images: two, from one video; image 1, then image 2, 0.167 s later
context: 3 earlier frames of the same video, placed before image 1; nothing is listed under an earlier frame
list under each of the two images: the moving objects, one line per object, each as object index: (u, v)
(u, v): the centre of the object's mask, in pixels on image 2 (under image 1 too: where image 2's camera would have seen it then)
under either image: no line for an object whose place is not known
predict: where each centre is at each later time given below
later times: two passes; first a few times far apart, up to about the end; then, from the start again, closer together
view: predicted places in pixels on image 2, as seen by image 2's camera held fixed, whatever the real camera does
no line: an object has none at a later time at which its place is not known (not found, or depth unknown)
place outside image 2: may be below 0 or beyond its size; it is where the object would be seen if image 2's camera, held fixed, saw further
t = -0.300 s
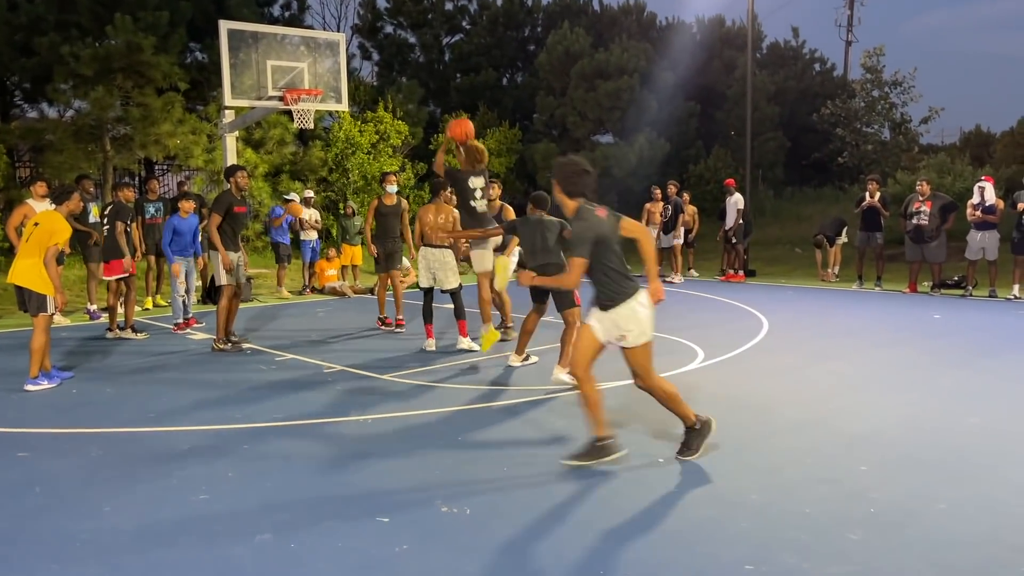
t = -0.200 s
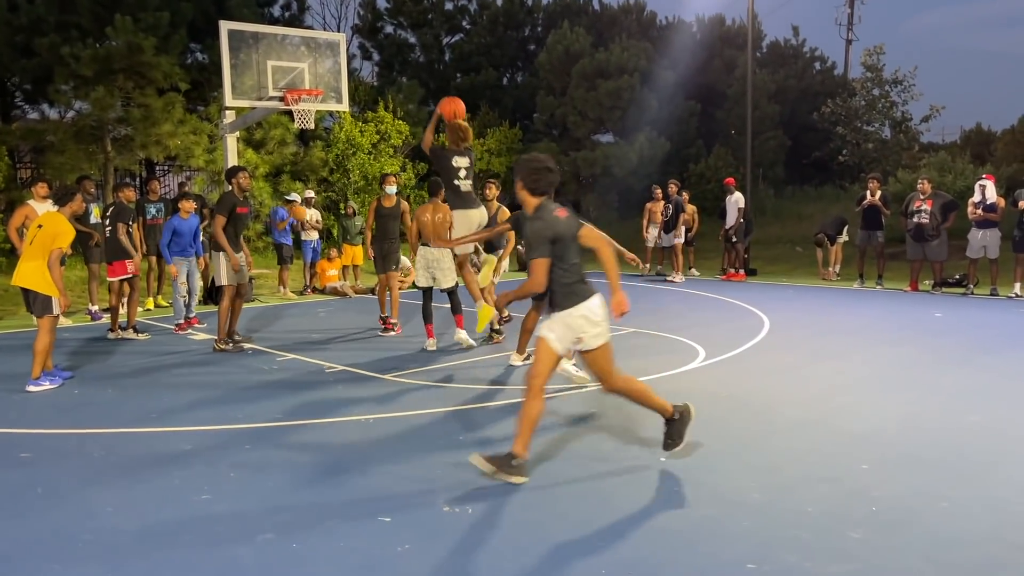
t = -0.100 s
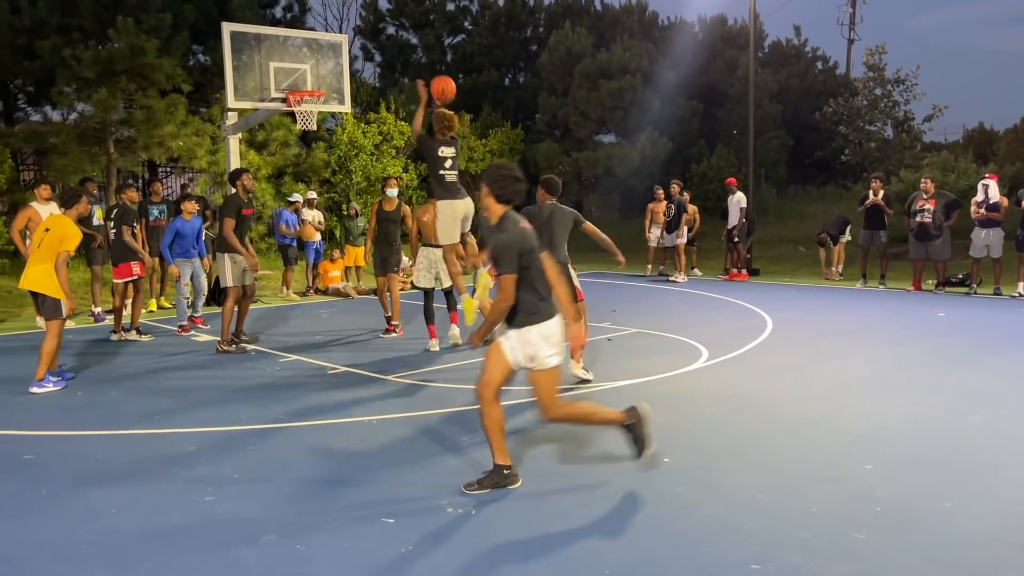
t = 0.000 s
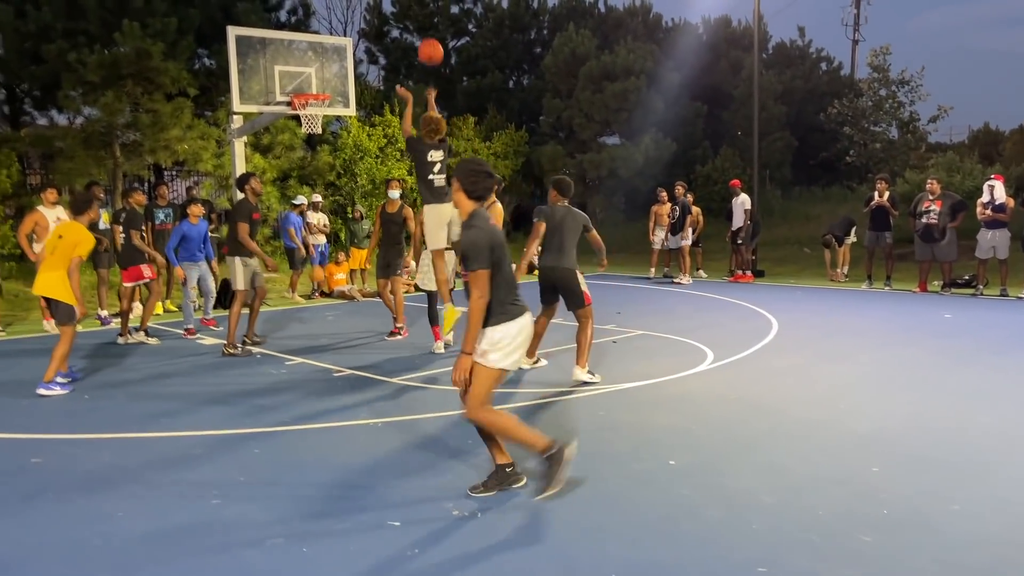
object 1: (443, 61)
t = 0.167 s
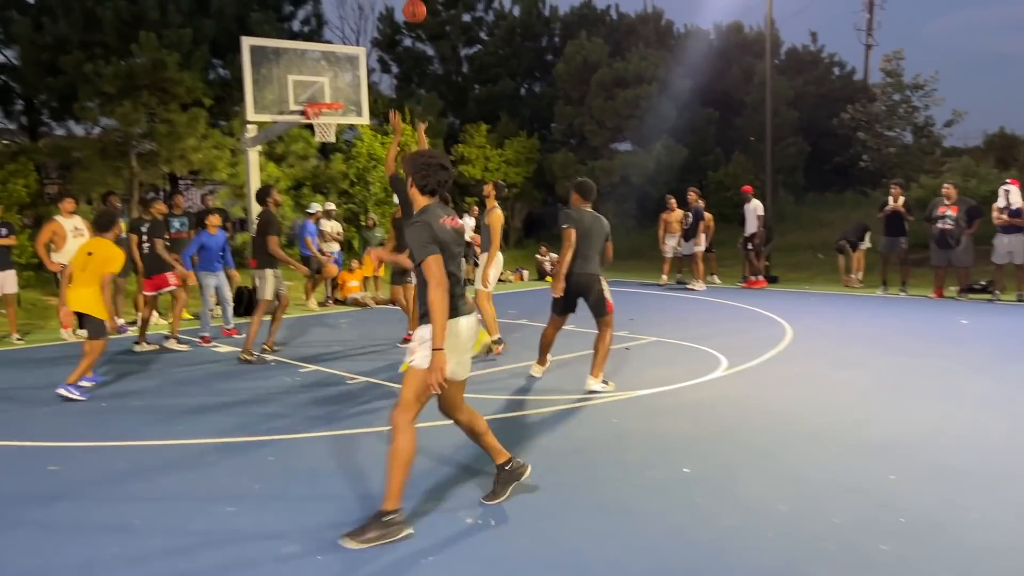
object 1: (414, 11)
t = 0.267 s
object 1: (400, 0)
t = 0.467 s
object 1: (374, -5)
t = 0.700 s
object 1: (349, 34)
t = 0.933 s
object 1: (329, 96)
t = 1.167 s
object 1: (316, 72)
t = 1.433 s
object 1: (311, 63)
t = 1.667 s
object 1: (307, 96)
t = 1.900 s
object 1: (303, 68)
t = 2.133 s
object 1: (303, 75)
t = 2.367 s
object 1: (298, 89)
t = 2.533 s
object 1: (296, 87)
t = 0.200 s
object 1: (409, 7)
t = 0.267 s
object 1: (400, 0)
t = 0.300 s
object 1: (395, -2)
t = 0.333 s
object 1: (390, -4)
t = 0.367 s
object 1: (386, -5)
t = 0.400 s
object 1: (382, -6)
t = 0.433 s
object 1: (378, -6)
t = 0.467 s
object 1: (374, -5)
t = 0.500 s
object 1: (370, -2)
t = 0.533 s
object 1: (366, 3)
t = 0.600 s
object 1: (359, 13)
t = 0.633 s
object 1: (355, 20)
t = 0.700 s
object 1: (349, 34)
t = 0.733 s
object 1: (346, 44)
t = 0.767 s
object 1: (342, 53)
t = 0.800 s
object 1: (340, 63)
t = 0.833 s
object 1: (337, 73)
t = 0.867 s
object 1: (334, 85)
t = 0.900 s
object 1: (331, 95)
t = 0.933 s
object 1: (329, 96)
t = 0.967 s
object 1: (325, 96)
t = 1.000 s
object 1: (322, 97)
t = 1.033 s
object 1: (320, 96)
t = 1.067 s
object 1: (319, 89)
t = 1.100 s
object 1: (318, 83)
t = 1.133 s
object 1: (317, 77)
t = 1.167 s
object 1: (316, 72)
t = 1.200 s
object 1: (316, 68)
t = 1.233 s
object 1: (315, 65)
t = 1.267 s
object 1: (314, 63)
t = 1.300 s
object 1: (313, 61)
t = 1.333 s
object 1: (313, 61)
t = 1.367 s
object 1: (312, 61)
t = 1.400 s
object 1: (312, 62)
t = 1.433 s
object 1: (311, 63)
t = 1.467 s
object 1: (311, 66)
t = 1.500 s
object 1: (310, 69)
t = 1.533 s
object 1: (309, 74)
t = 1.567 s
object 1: (308, 79)
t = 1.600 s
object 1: (308, 85)
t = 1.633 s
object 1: (308, 91)
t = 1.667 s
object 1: (307, 96)
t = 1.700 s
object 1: (306, 90)
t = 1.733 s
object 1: (306, 84)
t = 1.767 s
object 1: (306, 79)
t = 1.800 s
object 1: (305, 75)
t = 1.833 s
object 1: (304, 72)
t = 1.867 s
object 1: (304, 69)
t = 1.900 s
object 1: (303, 68)
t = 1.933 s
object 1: (302, 67)
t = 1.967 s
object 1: (302, 67)
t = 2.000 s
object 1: (302, 68)
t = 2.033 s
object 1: (302, 69)
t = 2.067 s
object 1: (302, 70)
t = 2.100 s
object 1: (302, 72)
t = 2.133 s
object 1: (303, 75)
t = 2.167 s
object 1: (303, 79)
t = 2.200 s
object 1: (303, 84)
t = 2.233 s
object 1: (303, 89)
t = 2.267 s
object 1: (304, 95)
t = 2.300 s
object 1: (304, 96)
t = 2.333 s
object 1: (300, 91)
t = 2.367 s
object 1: (298, 89)
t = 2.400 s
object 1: (298, 87)
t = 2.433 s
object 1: (297, 86)
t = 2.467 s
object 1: (297, 85)
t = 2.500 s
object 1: (296, 86)
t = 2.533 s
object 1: (296, 87)
